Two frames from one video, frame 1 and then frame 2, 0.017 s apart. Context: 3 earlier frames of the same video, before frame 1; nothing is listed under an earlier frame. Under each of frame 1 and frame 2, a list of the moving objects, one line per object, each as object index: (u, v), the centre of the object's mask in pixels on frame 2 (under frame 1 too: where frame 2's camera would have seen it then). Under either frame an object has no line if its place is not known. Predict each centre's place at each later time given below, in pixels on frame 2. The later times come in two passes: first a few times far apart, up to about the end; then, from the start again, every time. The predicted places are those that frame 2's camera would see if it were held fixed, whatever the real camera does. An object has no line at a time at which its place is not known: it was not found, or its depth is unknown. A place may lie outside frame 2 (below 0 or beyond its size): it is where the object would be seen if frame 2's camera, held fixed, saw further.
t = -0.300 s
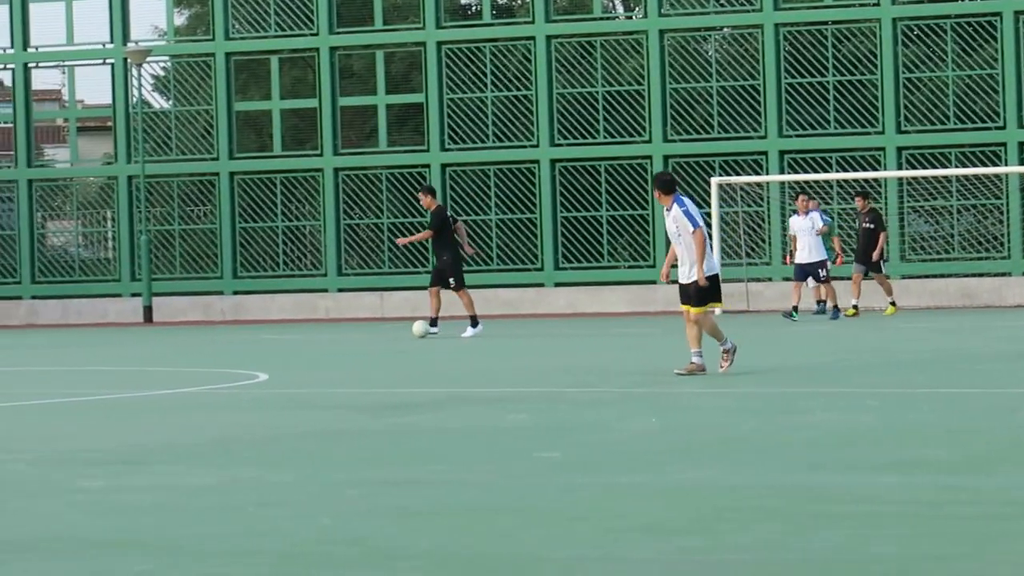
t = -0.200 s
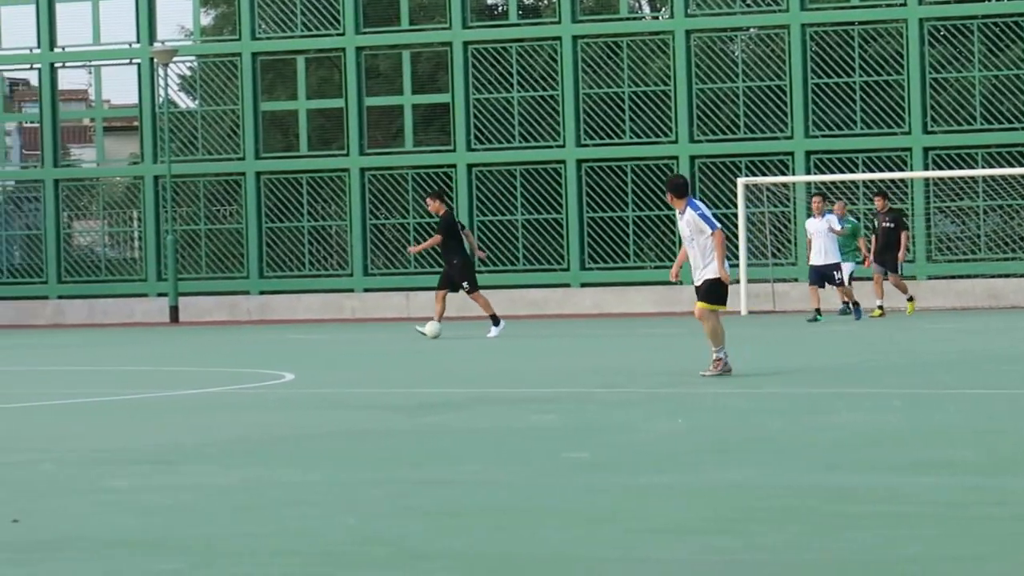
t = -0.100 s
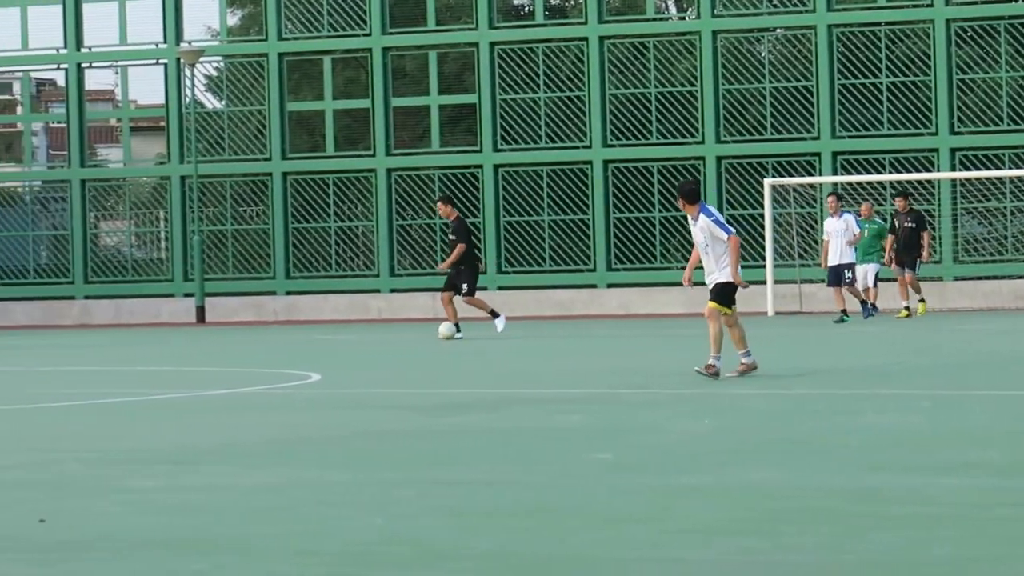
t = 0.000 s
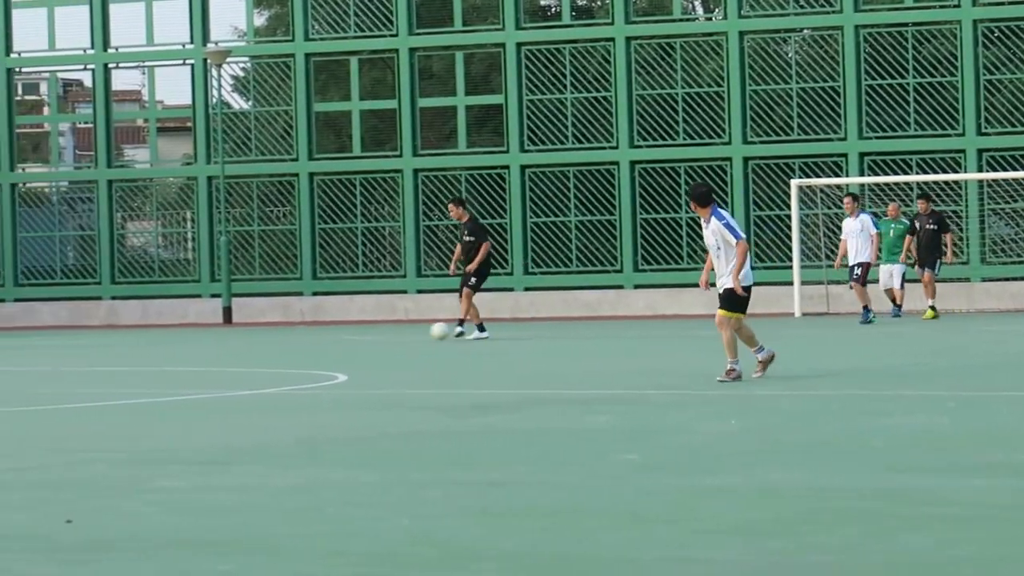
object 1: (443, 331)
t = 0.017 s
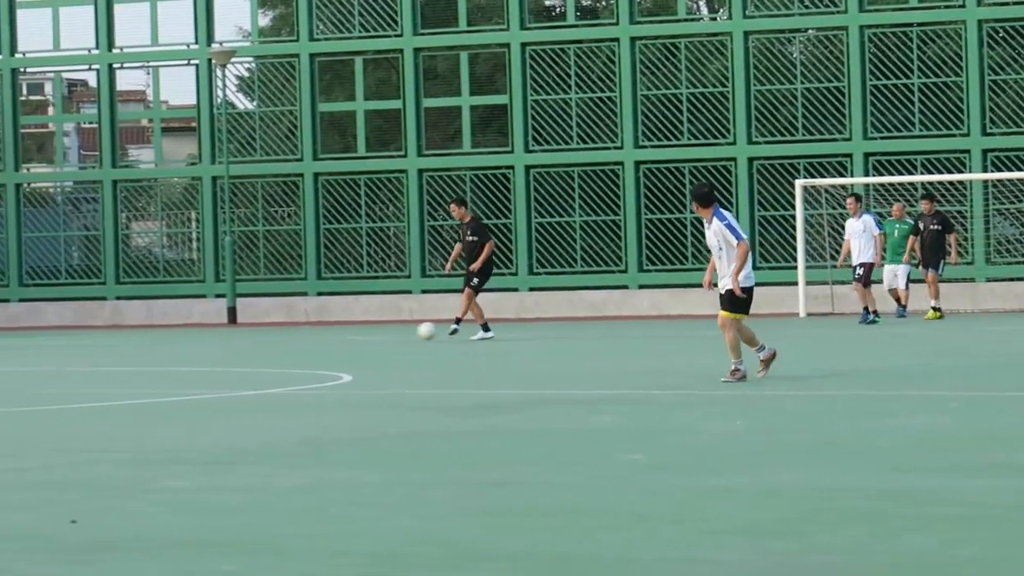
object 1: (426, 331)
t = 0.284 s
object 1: (159, 339)
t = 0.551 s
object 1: (-59, 338)
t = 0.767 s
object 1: (-212, 343)
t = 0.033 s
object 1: (408, 331)
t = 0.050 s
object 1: (391, 331)
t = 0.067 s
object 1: (373, 331)
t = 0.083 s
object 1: (356, 332)
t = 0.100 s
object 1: (338, 333)
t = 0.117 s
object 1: (321, 334)
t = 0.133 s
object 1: (304, 335)
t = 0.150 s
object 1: (286, 336)
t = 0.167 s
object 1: (270, 335)
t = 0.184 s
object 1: (254, 335)
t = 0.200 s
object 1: (238, 335)
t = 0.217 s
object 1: (222, 335)
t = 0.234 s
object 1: (206, 336)
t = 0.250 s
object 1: (190, 337)
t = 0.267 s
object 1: (174, 338)
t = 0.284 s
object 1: (159, 339)
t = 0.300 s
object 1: (145, 338)
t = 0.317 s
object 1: (131, 337)
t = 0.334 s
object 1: (117, 337)
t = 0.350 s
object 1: (103, 336)
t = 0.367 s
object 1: (89, 336)
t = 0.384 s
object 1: (75, 336)
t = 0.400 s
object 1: (60, 336)
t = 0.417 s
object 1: (46, 337)
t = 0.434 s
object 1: (31, 338)
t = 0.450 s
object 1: (17, 339)
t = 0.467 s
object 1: (3, 341)
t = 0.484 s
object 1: (-11, 343)
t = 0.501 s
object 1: (-23, 342)
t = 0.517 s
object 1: (-35, 341)
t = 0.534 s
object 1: (-47, 339)
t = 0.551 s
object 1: (-59, 338)
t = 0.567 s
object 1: (-70, 338)
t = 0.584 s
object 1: (-83, 338)
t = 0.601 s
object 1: (-94, 338)
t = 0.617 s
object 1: (-106, 338)
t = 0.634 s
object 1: (-118, 338)
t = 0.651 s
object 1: (-130, 339)
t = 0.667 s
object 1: (-142, 340)
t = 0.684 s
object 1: (-154, 342)
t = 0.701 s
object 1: (-166, 344)
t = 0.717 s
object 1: (-177, 344)
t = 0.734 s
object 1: (-188, 343)
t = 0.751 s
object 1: (-200, 343)
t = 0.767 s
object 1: (-212, 343)
